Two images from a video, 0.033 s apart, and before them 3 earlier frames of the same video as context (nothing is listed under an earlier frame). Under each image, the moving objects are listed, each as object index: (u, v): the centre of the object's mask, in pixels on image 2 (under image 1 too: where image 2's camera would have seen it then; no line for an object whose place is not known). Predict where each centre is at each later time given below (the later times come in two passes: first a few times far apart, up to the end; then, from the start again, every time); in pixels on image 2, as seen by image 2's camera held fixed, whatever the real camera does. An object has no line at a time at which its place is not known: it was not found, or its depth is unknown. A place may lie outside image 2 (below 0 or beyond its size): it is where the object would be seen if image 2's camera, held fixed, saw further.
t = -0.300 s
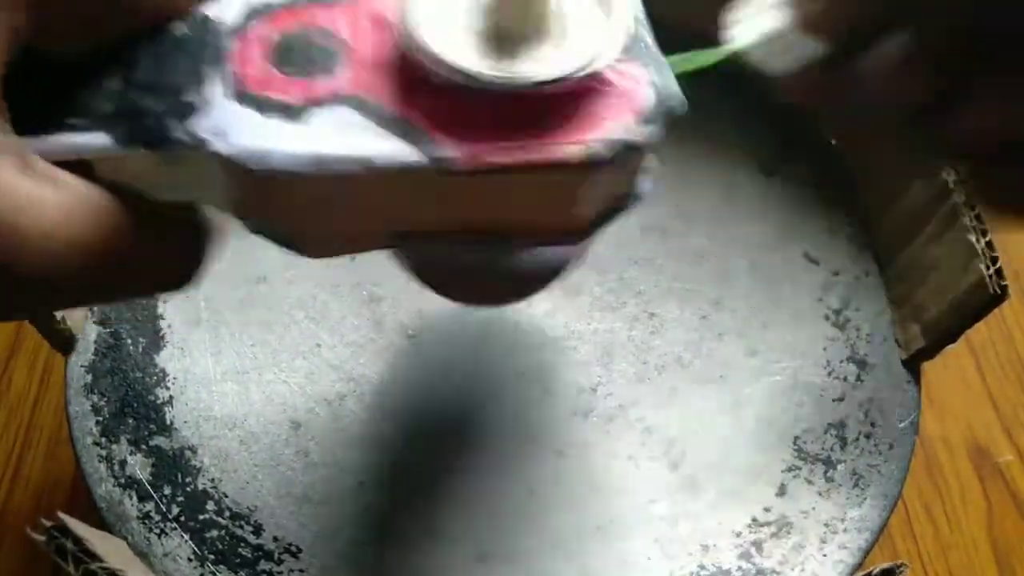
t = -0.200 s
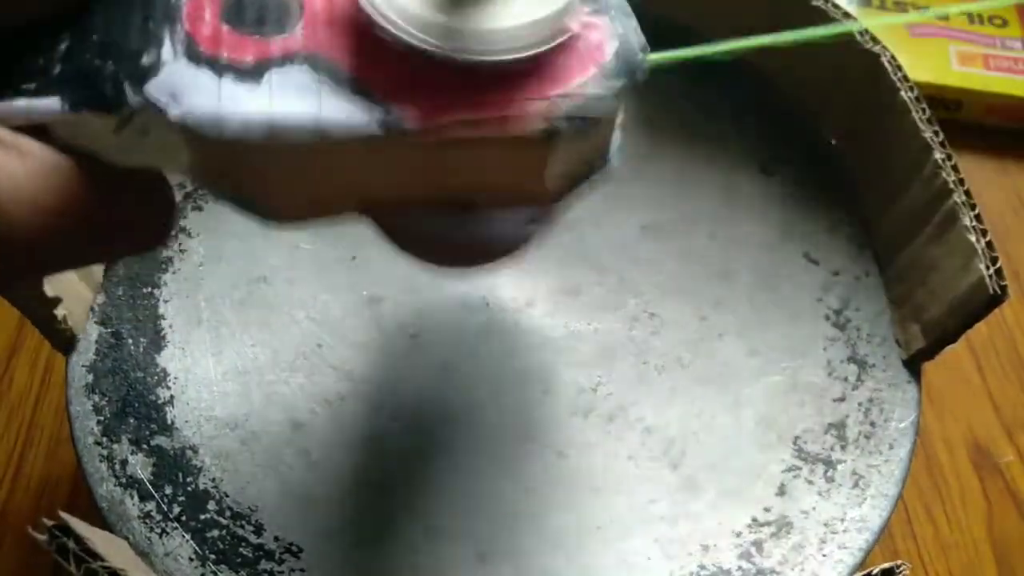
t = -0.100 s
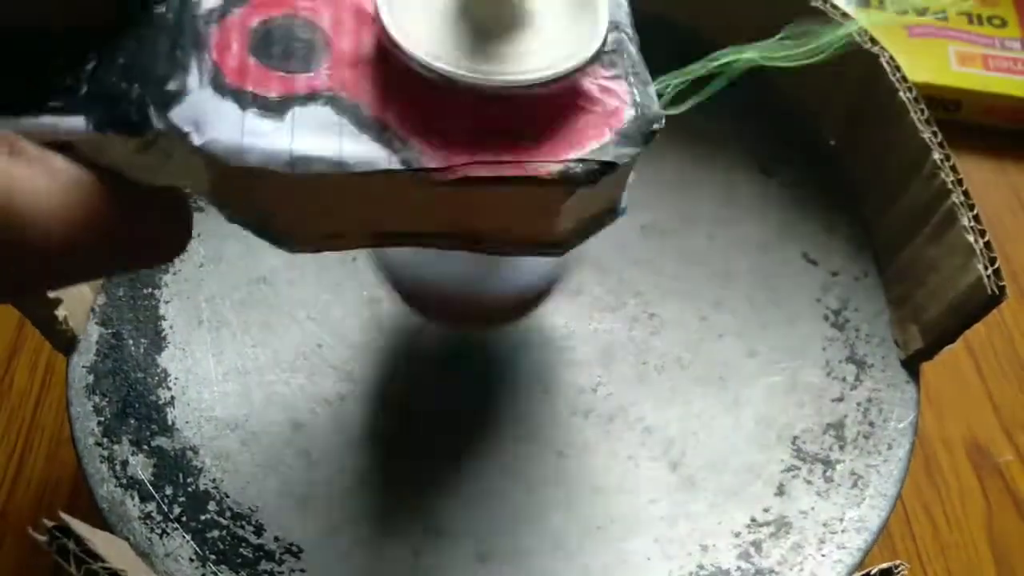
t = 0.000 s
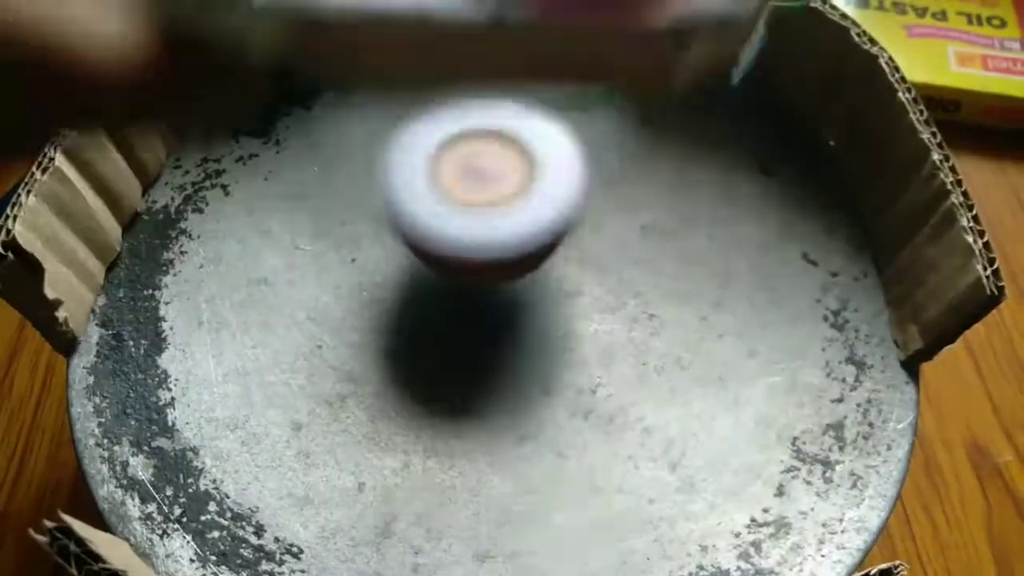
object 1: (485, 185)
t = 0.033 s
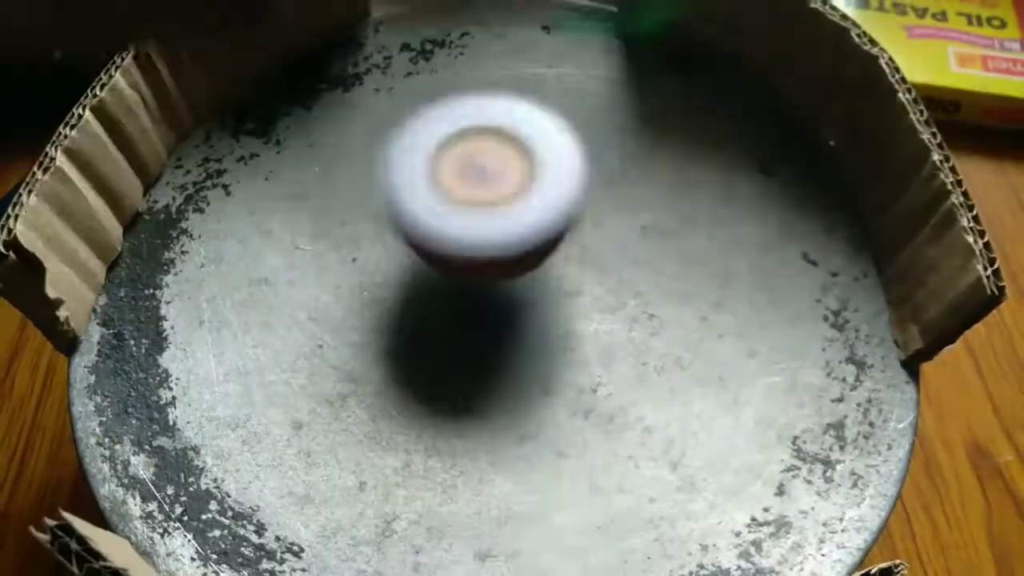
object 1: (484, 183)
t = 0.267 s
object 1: (510, 208)
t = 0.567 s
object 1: (496, 209)
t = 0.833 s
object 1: (485, 204)
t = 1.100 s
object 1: (450, 206)
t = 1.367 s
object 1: (416, 219)
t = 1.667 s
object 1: (386, 213)
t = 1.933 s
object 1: (391, 213)
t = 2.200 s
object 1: (416, 224)
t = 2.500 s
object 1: (416, 260)
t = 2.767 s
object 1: (420, 257)
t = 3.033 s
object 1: (421, 242)
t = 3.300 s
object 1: (444, 210)
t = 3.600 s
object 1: (503, 197)
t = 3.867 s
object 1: (499, 222)
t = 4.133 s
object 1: (431, 219)
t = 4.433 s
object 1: (405, 198)
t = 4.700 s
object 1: (429, 211)
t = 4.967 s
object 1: (403, 251)
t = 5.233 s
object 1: (395, 216)
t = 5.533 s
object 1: (474, 235)
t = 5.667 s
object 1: (466, 250)
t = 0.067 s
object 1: (493, 186)
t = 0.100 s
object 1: (507, 191)
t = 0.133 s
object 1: (513, 196)
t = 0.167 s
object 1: (515, 200)
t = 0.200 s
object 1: (515, 203)
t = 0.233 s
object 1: (513, 206)
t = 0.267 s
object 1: (510, 208)
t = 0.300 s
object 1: (507, 210)
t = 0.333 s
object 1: (506, 211)
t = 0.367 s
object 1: (504, 212)
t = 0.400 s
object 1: (503, 212)
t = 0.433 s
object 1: (501, 212)
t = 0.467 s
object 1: (496, 211)
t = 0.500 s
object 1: (493, 210)
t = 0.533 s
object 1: (495, 209)
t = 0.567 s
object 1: (496, 209)
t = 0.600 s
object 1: (495, 210)
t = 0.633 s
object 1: (492, 209)
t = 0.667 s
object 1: (490, 207)
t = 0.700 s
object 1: (493, 207)
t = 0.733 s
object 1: (492, 207)
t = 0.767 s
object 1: (486, 207)
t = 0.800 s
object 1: (484, 205)
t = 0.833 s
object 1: (485, 204)
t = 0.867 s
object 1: (478, 205)
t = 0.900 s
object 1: (472, 203)
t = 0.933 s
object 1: (473, 202)
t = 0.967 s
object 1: (467, 204)
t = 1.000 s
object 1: (460, 203)
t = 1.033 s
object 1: (461, 203)
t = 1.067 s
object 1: (456, 206)
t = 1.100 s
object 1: (450, 206)
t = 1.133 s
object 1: (451, 208)
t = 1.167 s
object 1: (442, 210)
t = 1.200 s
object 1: (440, 210)
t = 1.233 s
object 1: (437, 214)
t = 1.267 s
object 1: (428, 215)
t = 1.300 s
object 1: (428, 216)
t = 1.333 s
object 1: (417, 219)
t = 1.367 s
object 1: (416, 219)
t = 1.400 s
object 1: (408, 221)
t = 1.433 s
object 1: (404, 219)
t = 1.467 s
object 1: (400, 220)
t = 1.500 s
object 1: (394, 218)
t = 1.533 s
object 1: (392, 218)
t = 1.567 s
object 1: (386, 215)
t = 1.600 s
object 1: (388, 215)
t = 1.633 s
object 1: (383, 212)
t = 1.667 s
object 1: (386, 213)
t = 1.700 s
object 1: (383, 211)
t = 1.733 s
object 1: (388, 213)
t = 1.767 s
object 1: (386, 212)
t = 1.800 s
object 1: (391, 214)
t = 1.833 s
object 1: (391, 212)
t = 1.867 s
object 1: (391, 214)
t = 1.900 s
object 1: (393, 212)
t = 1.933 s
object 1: (391, 213)
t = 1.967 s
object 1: (397, 212)
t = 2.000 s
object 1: (395, 214)
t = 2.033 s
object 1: (402, 215)
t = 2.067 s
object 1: (399, 216)
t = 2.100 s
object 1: (406, 219)
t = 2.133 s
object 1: (409, 219)
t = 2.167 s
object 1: (408, 223)
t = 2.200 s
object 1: (416, 224)
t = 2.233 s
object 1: (415, 229)
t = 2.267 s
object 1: (421, 234)
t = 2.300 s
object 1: (422, 237)
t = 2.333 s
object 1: (418, 244)
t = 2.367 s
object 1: (423, 247)
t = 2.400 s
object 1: (418, 252)
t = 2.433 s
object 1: (419, 258)
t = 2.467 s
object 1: (421, 257)
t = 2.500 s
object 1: (416, 260)
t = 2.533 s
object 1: (419, 262)
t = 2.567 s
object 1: (419, 260)
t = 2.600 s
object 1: (415, 262)
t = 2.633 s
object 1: (419, 262)
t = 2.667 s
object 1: (419, 259)
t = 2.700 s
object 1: (416, 259)
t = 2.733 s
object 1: (417, 261)
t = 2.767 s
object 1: (420, 257)
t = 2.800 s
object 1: (418, 256)
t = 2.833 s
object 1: (413, 257)
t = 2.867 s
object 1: (419, 256)
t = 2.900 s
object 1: (419, 252)
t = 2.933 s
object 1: (414, 251)
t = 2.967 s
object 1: (418, 250)
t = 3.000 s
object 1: (420, 245)
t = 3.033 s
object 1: (421, 242)
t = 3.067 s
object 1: (417, 239)
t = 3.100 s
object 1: (423, 236)
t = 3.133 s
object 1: (425, 231)
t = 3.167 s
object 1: (428, 227)
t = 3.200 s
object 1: (426, 224)
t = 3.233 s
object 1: (431, 221)
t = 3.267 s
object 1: (439, 215)
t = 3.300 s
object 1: (444, 210)
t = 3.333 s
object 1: (448, 208)
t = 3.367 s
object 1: (450, 206)
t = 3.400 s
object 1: (461, 205)
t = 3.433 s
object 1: (470, 200)
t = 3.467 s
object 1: (475, 197)
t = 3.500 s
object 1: (482, 196)
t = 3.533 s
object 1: (485, 196)
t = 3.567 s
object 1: (492, 196)
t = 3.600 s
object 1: (503, 197)
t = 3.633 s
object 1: (509, 197)
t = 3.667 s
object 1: (511, 199)
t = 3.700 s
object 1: (512, 204)
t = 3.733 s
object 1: (511, 209)
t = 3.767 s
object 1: (510, 215)
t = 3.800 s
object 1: (511, 220)
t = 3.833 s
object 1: (506, 222)
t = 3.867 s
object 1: (499, 222)
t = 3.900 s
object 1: (489, 222)
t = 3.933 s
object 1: (480, 223)
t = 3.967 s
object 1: (468, 223)
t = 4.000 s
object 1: (456, 223)
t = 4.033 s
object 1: (447, 224)
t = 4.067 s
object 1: (441, 224)
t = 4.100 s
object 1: (437, 222)
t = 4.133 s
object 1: (431, 219)
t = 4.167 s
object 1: (425, 217)
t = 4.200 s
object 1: (419, 212)
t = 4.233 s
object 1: (415, 209)
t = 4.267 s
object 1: (413, 206)
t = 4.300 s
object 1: (411, 204)
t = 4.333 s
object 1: (409, 201)
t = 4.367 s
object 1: (407, 199)
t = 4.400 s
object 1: (405, 198)
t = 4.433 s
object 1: (405, 198)
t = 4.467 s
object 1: (405, 198)
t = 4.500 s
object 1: (407, 198)
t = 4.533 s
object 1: (410, 200)
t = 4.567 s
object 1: (412, 201)
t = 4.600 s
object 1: (415, 203)
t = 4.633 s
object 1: (420, 205)
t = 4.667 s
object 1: (424, 208)
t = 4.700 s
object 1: (429, 211)
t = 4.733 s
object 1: (430, 217)
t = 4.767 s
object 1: (431, 222)
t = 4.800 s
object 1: (431, 228)
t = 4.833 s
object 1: (428, 235)
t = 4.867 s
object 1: (423, 240)
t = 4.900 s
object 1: (416, 245)
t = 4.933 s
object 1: (409, 249)
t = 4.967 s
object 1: (403, 251)
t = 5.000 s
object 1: (395, 250)
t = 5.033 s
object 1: (388, 249)
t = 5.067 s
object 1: (384, 245)
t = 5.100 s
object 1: (378, 240)
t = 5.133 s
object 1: (376, 234)
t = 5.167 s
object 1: (379, 227)
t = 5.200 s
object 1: (386, 220)
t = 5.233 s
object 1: (395, 216)
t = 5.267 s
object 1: (406, 213)
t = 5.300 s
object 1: (419, 212)
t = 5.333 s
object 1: (431, 214)
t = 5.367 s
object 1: (441, 214)
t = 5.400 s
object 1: (450, 217)
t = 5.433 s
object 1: (459, 220)
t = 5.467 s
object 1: (466, 225)
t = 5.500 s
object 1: (471, 229)
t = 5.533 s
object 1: (474, 235)
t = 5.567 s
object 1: (473, 240)
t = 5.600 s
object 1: (470, 245)
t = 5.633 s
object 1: (466, 249)
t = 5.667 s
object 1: (466, 250)
